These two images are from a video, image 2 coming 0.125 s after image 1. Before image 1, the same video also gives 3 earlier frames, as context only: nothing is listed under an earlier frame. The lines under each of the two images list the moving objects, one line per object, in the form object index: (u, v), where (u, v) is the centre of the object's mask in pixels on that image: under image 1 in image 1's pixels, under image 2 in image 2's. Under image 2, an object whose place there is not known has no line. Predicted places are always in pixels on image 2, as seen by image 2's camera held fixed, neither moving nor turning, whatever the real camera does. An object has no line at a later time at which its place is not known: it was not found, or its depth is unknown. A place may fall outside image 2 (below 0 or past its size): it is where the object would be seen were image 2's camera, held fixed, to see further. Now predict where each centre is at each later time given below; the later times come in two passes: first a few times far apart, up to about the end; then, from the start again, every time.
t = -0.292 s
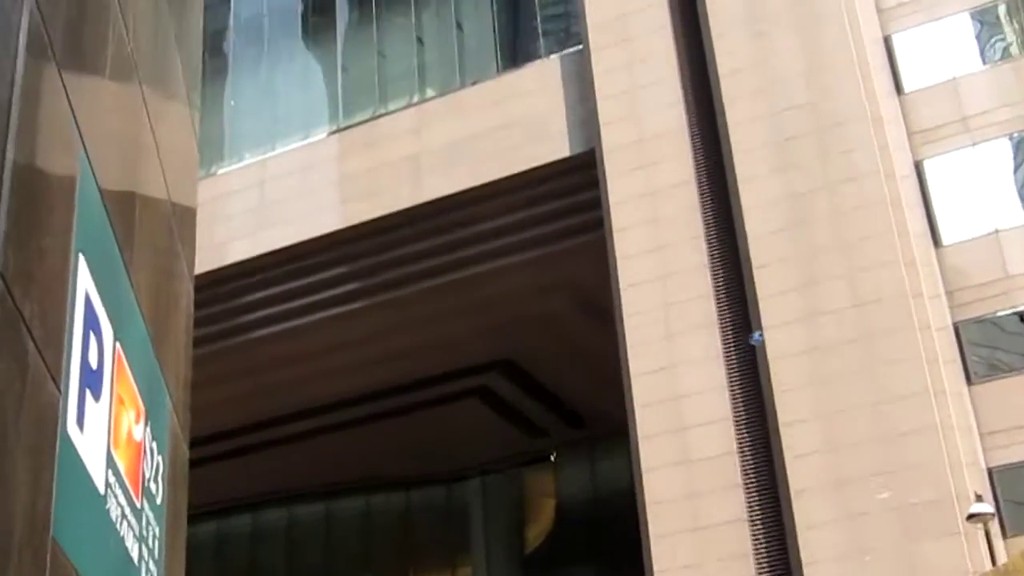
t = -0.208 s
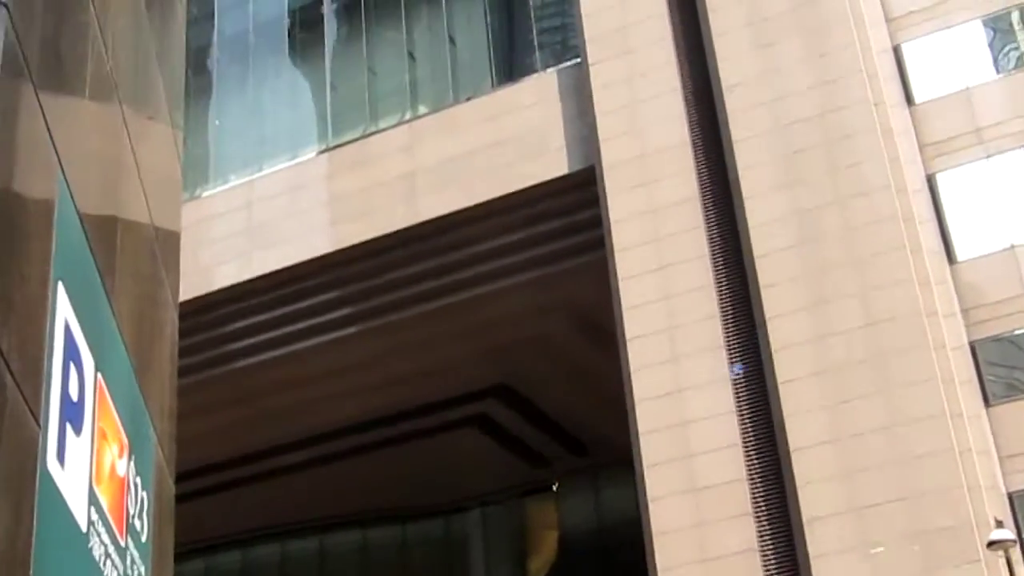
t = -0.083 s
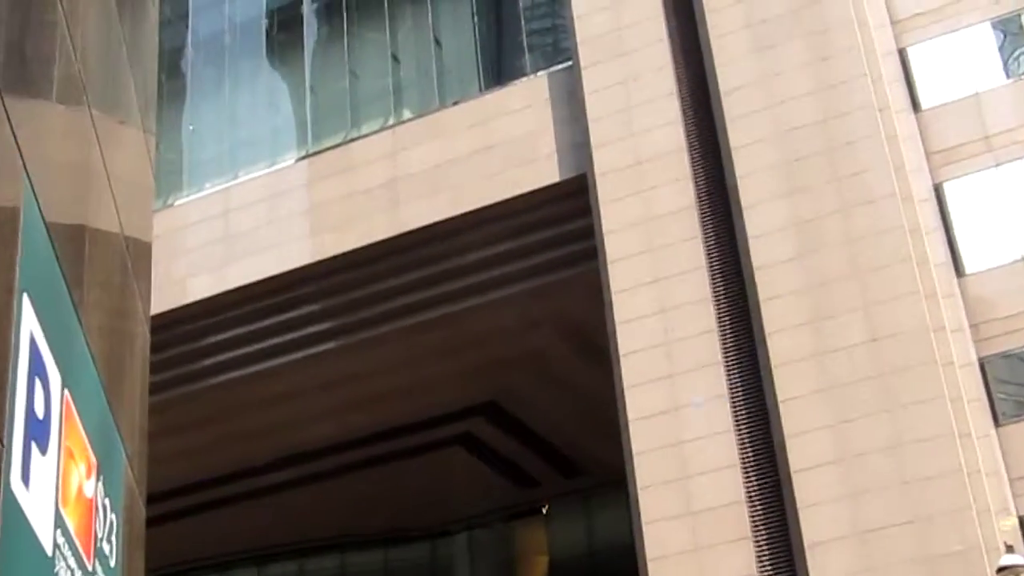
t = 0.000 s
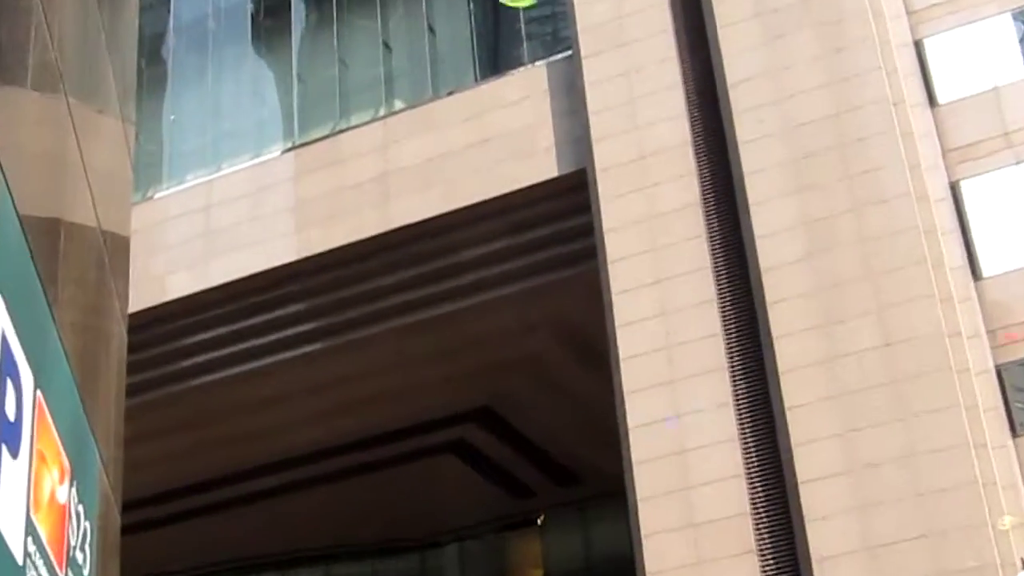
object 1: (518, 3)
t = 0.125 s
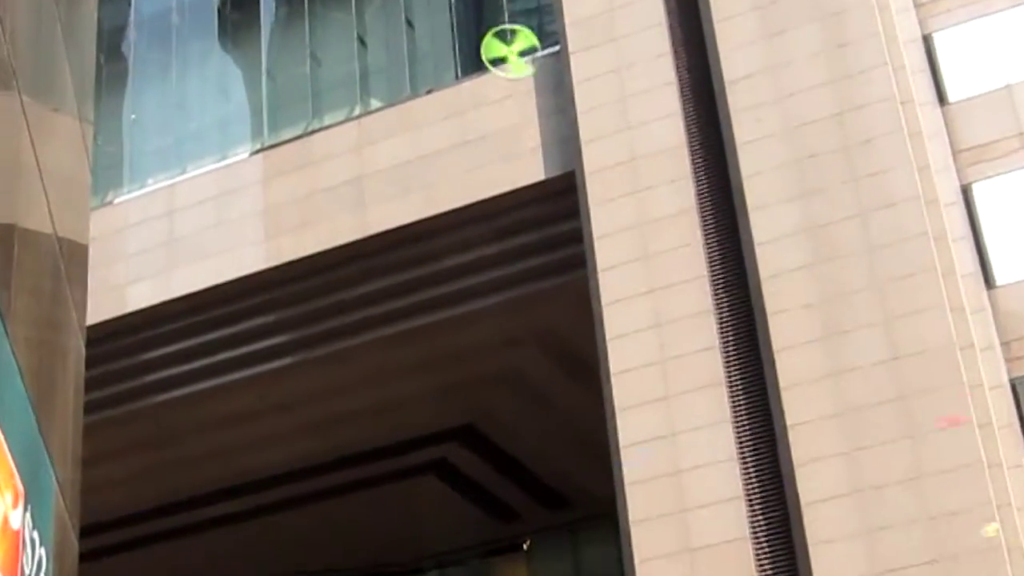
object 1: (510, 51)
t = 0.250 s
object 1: (520, 133)
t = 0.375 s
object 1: (520, 221)
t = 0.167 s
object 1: (515, 79)
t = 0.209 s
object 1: (517, 108)
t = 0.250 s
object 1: (520, 133)
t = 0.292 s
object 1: (520, 163)
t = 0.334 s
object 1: (522, 192)
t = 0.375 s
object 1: (520, 221)
